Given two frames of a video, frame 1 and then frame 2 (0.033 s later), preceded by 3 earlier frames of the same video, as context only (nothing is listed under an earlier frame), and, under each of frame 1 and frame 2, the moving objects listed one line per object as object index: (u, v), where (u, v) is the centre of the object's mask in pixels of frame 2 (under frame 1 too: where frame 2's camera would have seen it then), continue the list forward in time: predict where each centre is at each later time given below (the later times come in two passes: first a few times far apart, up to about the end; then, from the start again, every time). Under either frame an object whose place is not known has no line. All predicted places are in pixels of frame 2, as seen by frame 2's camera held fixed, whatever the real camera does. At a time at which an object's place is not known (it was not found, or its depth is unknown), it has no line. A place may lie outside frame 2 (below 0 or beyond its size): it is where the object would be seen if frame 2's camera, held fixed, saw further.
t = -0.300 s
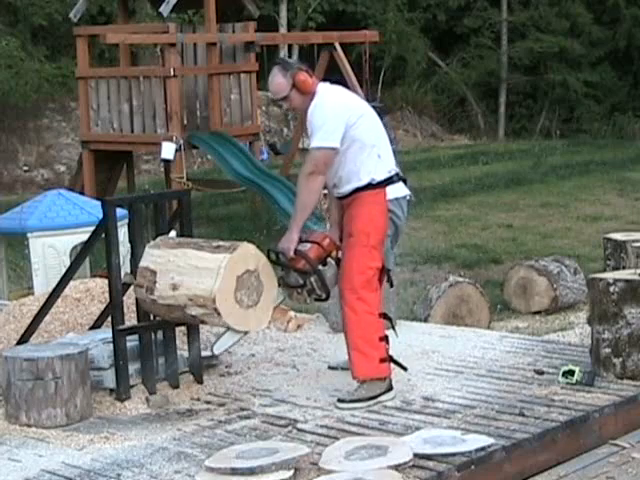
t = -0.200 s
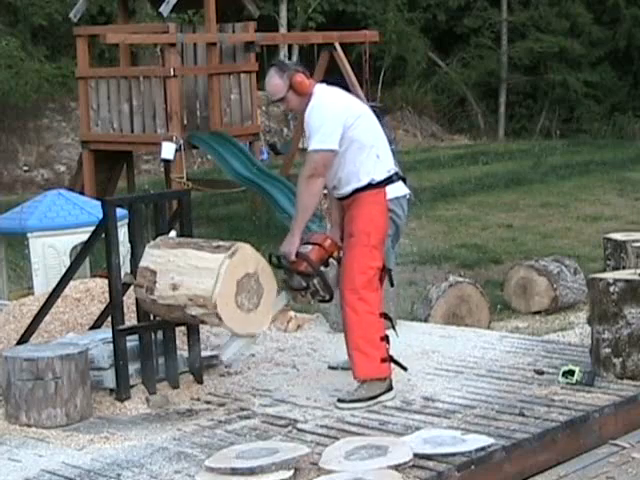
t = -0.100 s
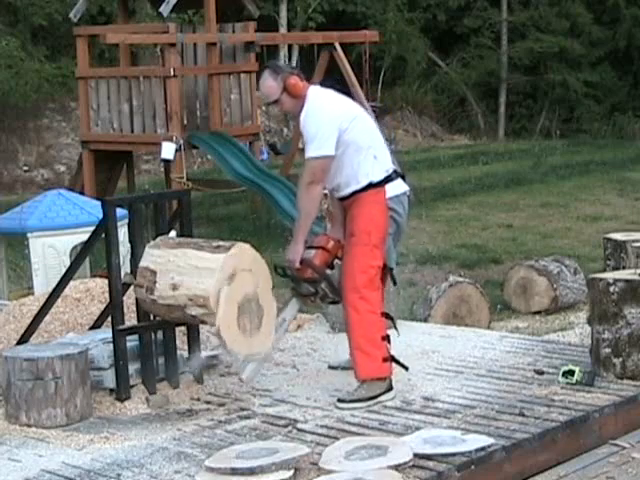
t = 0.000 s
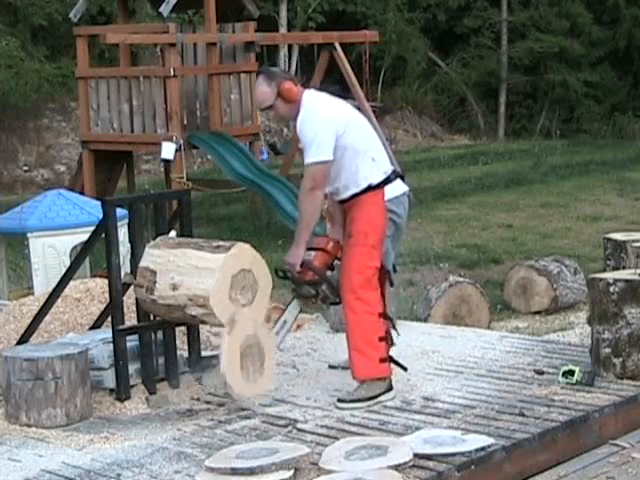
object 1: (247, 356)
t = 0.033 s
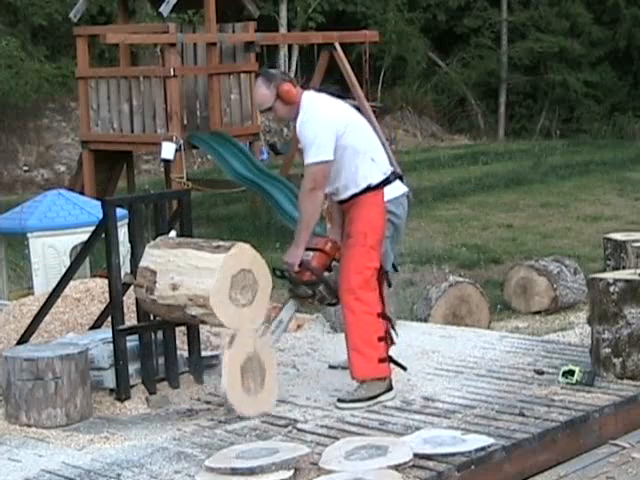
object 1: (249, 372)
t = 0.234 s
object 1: (242, 348)
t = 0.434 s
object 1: (242, 383)
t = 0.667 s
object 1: (250, 405)
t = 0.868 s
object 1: (253, 410)
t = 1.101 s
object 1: (252, 412)
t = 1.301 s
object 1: (254, 411)
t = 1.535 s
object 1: (253, 411)
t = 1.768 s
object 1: (253, 412)
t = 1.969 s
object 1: (252, 412)
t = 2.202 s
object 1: (252, 412)
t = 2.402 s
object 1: (252, 412)
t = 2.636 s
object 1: (252, 412)
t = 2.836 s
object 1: (251, 412)
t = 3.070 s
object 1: (251, 412)
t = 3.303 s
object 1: (251, 417)
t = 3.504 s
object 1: (250, 416)
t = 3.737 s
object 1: (250, 417)
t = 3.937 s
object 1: (250, 417)
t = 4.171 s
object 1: (250, 417)
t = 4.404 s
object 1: (249, 417)
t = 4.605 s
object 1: (250, 417)
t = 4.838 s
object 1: (249, 417)
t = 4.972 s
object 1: (250, 417)
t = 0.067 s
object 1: (248, 368)
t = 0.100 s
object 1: (245, 357)
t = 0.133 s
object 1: (244, 352)
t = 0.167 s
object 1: (243, 349)
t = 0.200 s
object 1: (242, 348)
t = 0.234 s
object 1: (242, 348)
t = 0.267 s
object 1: (241, 350)
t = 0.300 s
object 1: (240, 356)
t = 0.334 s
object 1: (239, 365)
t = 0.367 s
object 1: (240, 376)
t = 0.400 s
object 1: (240, 383)
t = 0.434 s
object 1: (242, 383)
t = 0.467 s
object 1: (243, 385)
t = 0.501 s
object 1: (243, 395)
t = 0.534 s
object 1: (251, 397)
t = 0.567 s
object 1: (253, 403)
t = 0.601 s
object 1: (254, 406)
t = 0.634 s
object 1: (256, 407)
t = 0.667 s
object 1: (250, 405)
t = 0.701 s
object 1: (250, 404)
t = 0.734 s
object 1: (254, 404)
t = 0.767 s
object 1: (255, 406)
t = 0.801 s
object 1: (254, 409)
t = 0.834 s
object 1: (253, 411)
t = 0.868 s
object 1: (253, 410)
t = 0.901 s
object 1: (253, 411)
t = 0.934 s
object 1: (253, 412)
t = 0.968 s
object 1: (253, 412)
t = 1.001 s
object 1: (252, 412)
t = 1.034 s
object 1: (252, 412)
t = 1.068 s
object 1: (252, 412)
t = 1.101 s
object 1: (252, 412)
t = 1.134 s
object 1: (254, 411)
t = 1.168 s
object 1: (254, 411)
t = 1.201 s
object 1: (254, 411)
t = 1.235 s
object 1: (254, 411)
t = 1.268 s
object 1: (254, 411)
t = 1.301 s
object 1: (254, 411)
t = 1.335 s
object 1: (253, 411)
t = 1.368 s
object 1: (253, 411)
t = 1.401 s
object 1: (253, 411)
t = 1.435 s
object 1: (253, 411)
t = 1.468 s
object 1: (253, 411)
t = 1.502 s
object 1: (253, 411)
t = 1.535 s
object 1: (253, 411)
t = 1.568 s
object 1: (253, 411)
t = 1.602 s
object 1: (253, 411)
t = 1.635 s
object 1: (253, 411)
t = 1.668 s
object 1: (253, 412)
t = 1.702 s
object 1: (253, 412)
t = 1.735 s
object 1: (253, 412)
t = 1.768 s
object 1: (253, 412)
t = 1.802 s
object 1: (253, 412)
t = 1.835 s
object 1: (252, 412)
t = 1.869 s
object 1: (252, 412)
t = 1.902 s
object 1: (252, 412)
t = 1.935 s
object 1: (252, 412)
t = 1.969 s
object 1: (252, 412)
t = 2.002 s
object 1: (252, 412)
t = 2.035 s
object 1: (252, 412)
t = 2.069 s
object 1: (252, 412)
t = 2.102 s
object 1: (252, 412)
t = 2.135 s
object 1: (252, 412)
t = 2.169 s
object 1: (252, 412)
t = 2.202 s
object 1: (252, 412)
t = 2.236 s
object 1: (252, 412)
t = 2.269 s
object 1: (252, 412)
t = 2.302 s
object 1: (252, 412)
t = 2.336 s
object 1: (252, 412)
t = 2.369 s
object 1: (252, 412)
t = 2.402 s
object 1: (252, 412)
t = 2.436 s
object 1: (252, 412)
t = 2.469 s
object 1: (252, 412)
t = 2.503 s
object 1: (252, 412)
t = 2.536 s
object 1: (252, 412)
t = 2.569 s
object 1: (252, 412)
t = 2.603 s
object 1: (252, 412)
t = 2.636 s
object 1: (252, 412)
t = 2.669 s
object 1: (252, 412)
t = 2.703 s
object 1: (252, 412)
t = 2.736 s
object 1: (252, 412)
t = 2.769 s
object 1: (251, 412)
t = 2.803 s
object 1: (251, 412)
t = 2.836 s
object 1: (251, 412)
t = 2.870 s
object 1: (251, 412)
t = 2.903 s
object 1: (251, 412)
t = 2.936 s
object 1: (251, 412)
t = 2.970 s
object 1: (251, 412)
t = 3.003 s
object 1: (251, 412)
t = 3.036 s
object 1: (251, 412)
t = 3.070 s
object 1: (251, 412)
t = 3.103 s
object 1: (251, 417)
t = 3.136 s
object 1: (251, 412)
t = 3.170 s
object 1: (251, 417)
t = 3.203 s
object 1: (251, 417)
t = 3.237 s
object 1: (251, 417)
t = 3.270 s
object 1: (251, 417)
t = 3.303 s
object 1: (251, 417)
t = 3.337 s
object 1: (251, 417)
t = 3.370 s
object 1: (251, 417)
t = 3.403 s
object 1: (250, 416)
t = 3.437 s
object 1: (250, 416)
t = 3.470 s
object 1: (250, 416)
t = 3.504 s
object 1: (250, 416)
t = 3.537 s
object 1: (250, 416)
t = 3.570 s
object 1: (250, 416)
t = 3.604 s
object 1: (250, 416)
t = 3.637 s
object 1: (250, 416)
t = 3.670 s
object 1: (250, 416)
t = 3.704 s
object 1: (250, 417)
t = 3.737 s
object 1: (250, 417)
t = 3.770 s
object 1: (250, 417)
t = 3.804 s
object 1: (250, 417)
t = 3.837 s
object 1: (250, 417)
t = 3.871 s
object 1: (250, 417)
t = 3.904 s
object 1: (250, 417)
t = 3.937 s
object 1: (250, 417)
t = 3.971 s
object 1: (250, 417)
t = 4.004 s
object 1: (250, 417)
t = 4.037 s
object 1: (250, 417)
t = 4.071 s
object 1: (250, 417)
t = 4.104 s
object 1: (250, 417)
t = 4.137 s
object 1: (250, 417)
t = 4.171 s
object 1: (250, 417)
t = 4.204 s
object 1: (250, 417)
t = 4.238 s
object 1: (250, 417)
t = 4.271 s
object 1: (250, 417)
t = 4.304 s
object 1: (250, 417)
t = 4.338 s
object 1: (249, 417)
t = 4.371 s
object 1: (249, 417)
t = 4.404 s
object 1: (249, 417)
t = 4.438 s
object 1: (249, 417)
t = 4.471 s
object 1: (249, 417)
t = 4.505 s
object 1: (249, 417)
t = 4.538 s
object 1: (249, 417)
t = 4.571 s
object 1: (249, 417)
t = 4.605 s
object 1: (250, 417)
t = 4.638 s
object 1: (250, 417)
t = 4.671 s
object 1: (250, 417)
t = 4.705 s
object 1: (250, 417)
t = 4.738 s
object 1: (249, 417)
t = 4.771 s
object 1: (249, 417)
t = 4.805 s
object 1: (249, 417)
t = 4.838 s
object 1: (249, 417)
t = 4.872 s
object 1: (250, 417)
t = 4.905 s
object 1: (250, 417)
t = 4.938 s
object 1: (250, 417)
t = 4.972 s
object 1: (250, 417)
